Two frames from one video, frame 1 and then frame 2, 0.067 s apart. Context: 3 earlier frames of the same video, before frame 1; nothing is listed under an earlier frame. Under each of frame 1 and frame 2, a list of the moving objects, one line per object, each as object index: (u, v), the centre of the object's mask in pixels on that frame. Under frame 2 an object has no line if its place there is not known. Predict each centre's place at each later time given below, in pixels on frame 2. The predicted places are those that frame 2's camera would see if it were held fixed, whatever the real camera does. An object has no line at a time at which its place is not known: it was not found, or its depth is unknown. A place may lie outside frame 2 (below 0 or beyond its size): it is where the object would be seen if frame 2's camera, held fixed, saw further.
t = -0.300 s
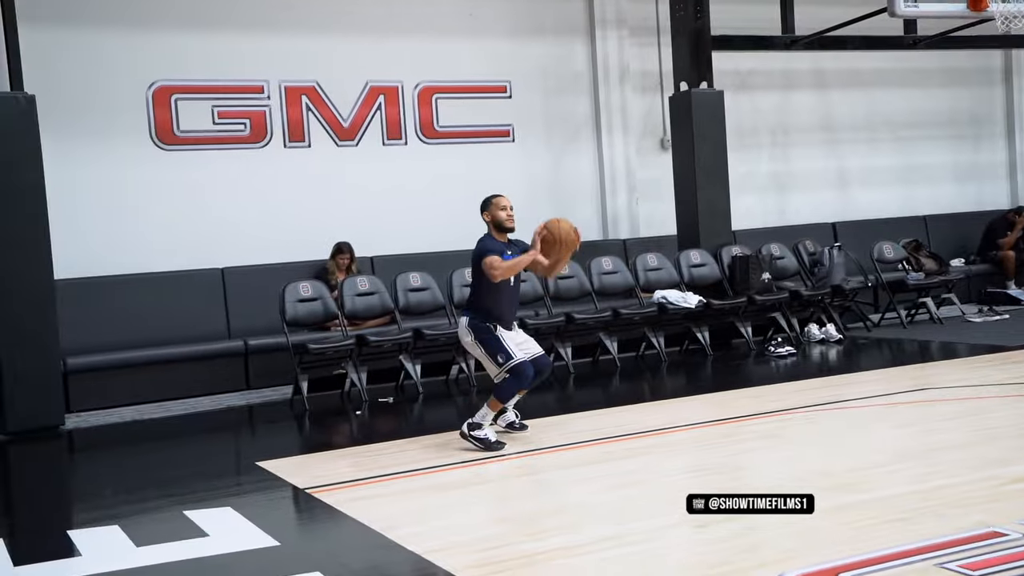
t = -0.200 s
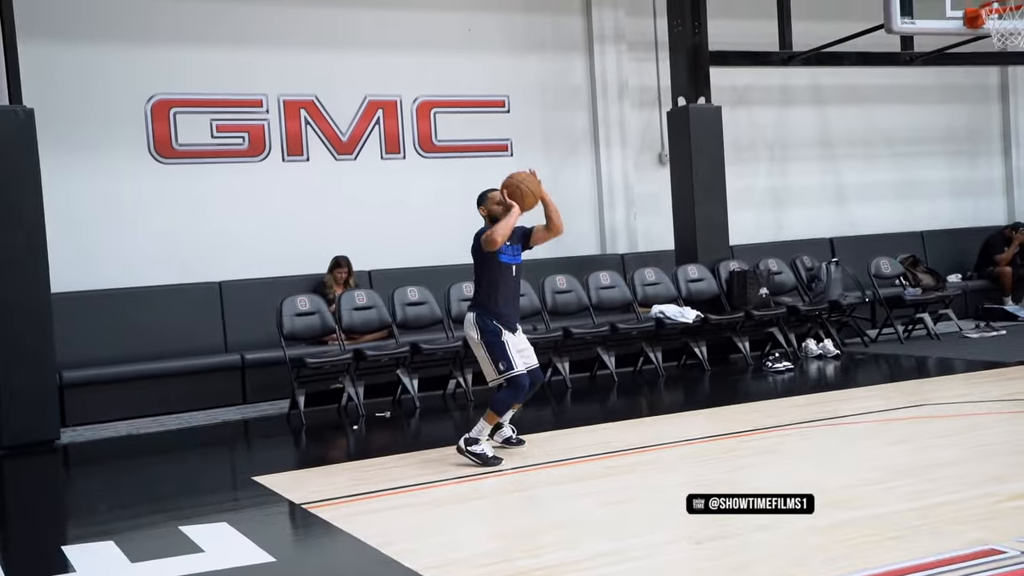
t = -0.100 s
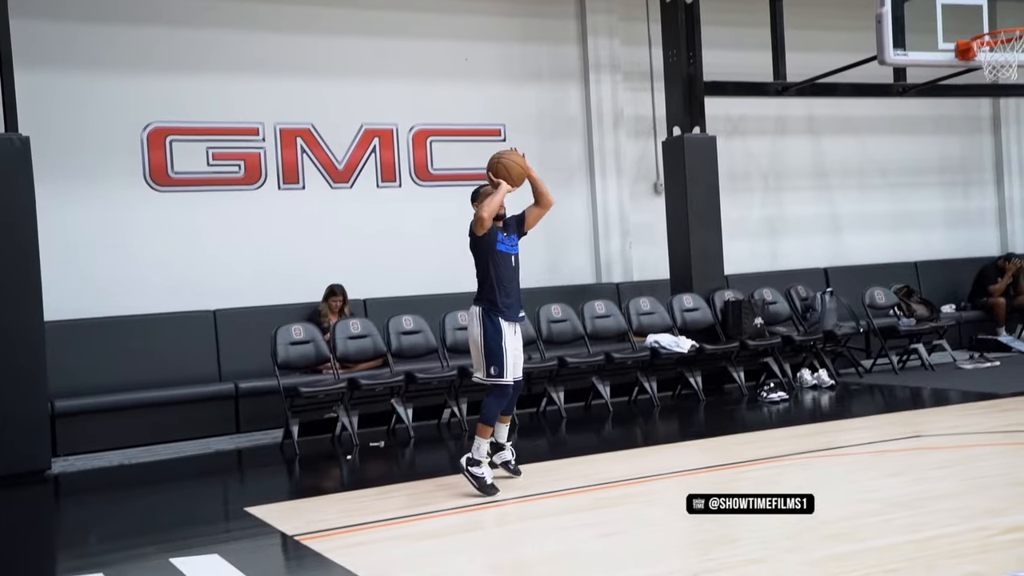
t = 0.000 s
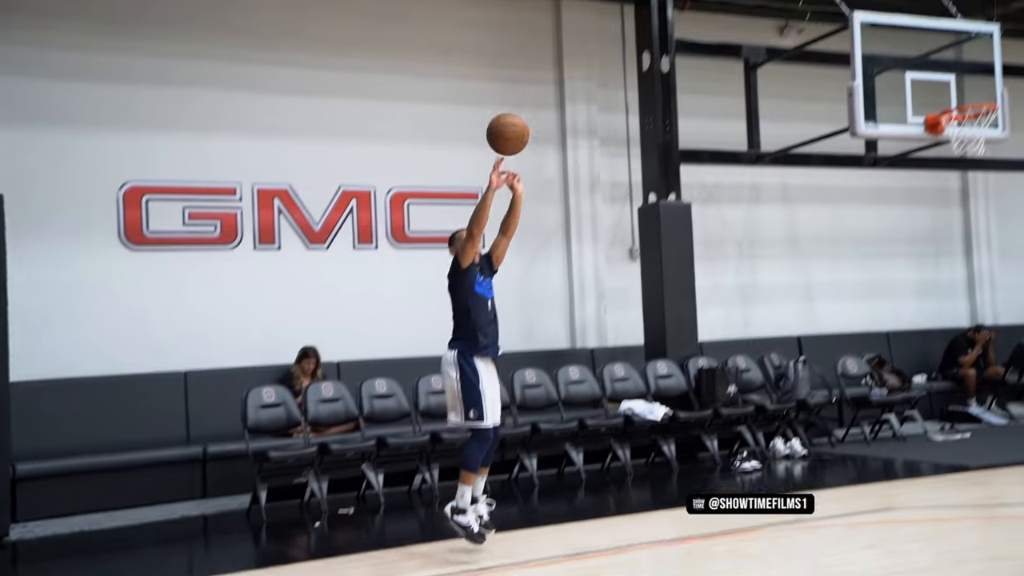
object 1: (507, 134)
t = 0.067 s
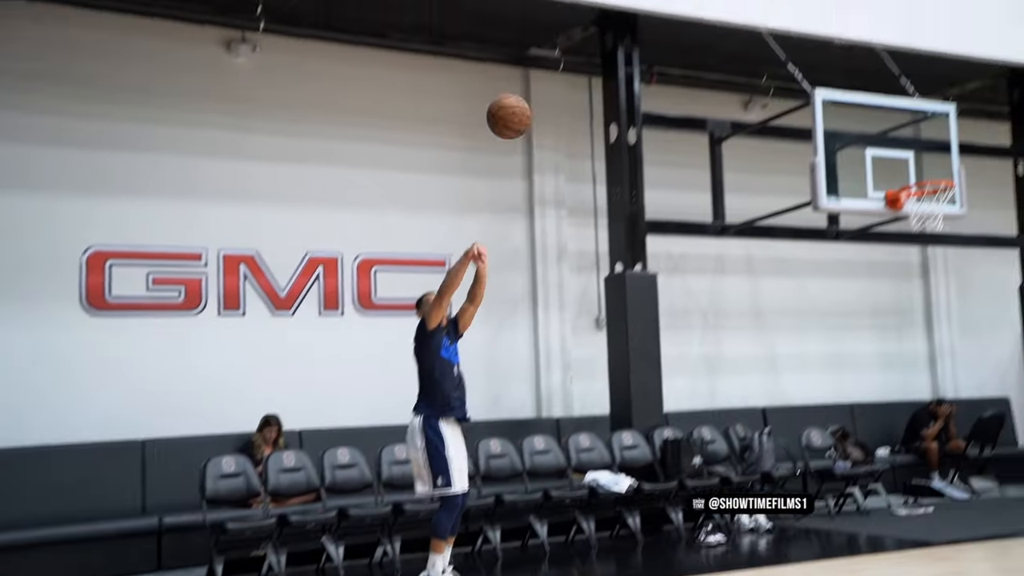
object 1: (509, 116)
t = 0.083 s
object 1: (517, 94)
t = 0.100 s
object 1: (525, 72)
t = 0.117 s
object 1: (535, 50)
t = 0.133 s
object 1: (543, 30)
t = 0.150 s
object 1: (552, 8)
